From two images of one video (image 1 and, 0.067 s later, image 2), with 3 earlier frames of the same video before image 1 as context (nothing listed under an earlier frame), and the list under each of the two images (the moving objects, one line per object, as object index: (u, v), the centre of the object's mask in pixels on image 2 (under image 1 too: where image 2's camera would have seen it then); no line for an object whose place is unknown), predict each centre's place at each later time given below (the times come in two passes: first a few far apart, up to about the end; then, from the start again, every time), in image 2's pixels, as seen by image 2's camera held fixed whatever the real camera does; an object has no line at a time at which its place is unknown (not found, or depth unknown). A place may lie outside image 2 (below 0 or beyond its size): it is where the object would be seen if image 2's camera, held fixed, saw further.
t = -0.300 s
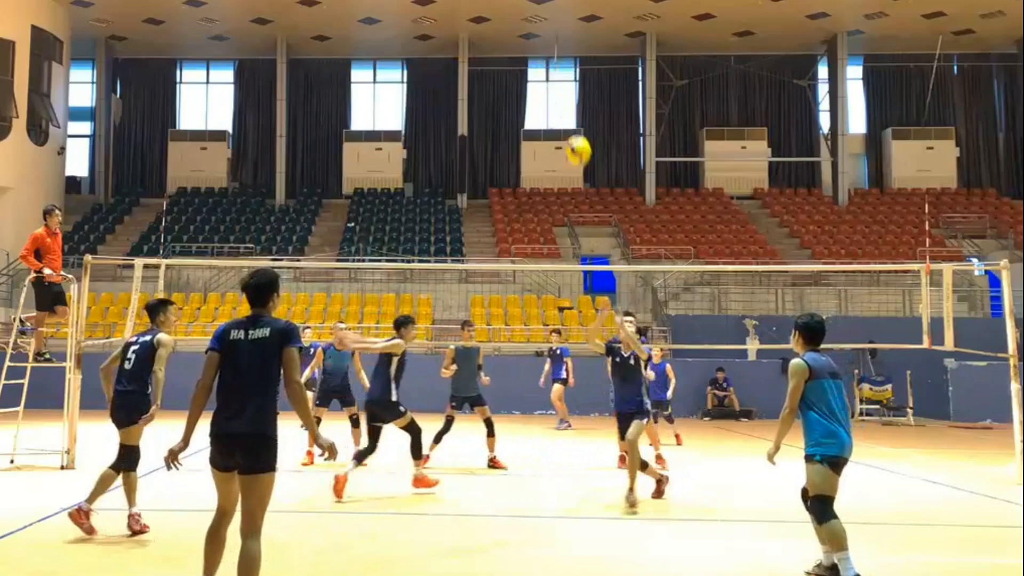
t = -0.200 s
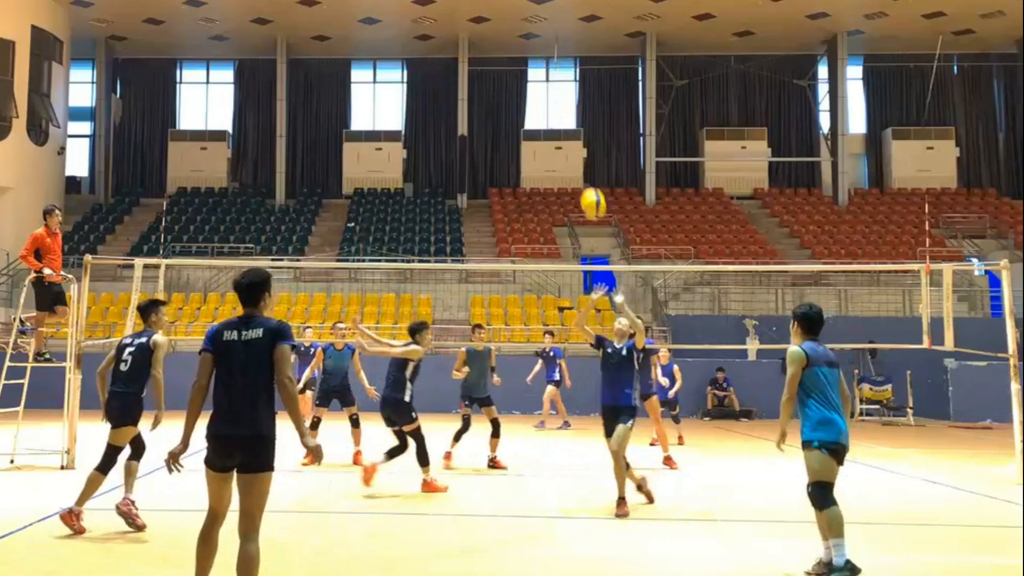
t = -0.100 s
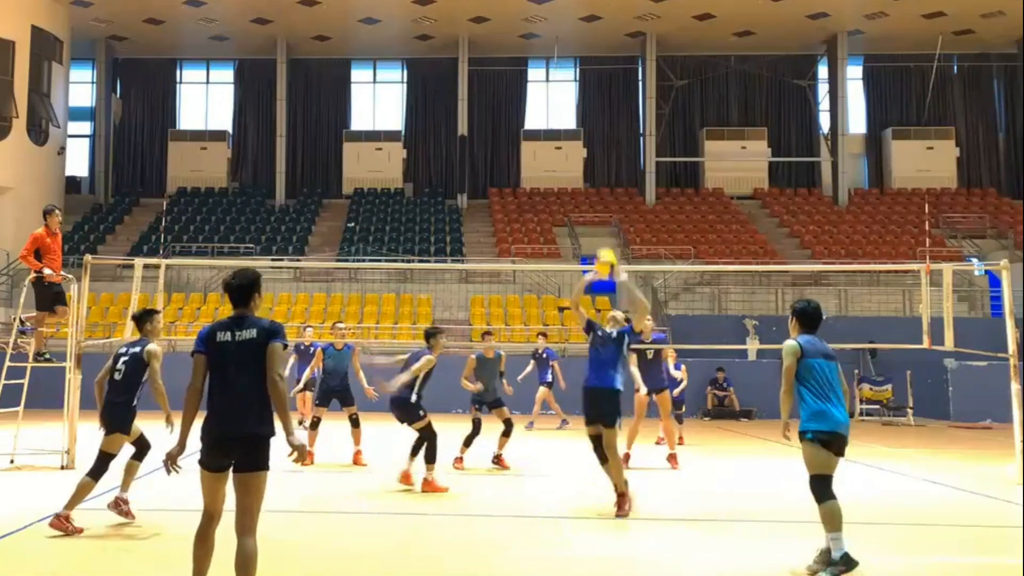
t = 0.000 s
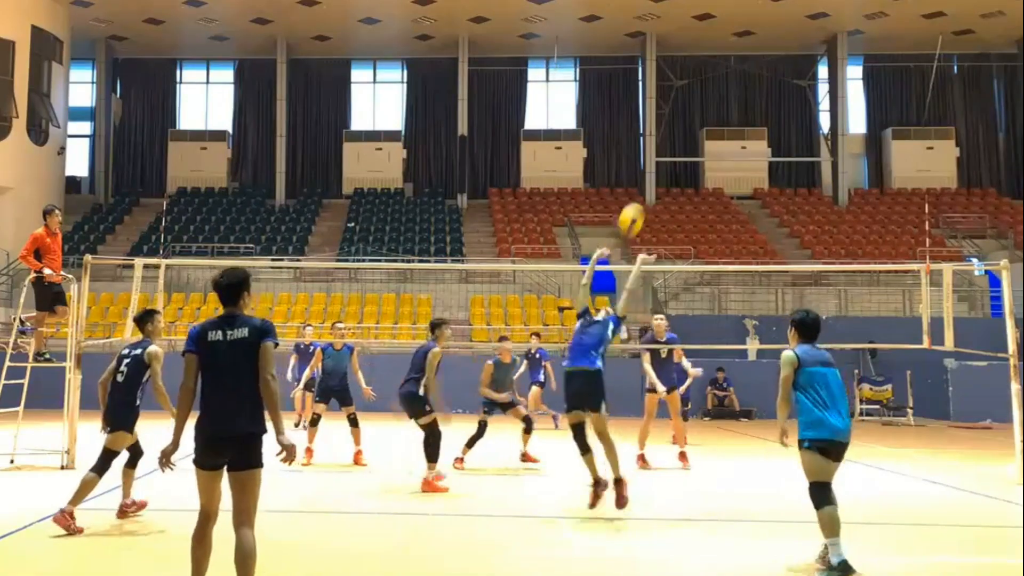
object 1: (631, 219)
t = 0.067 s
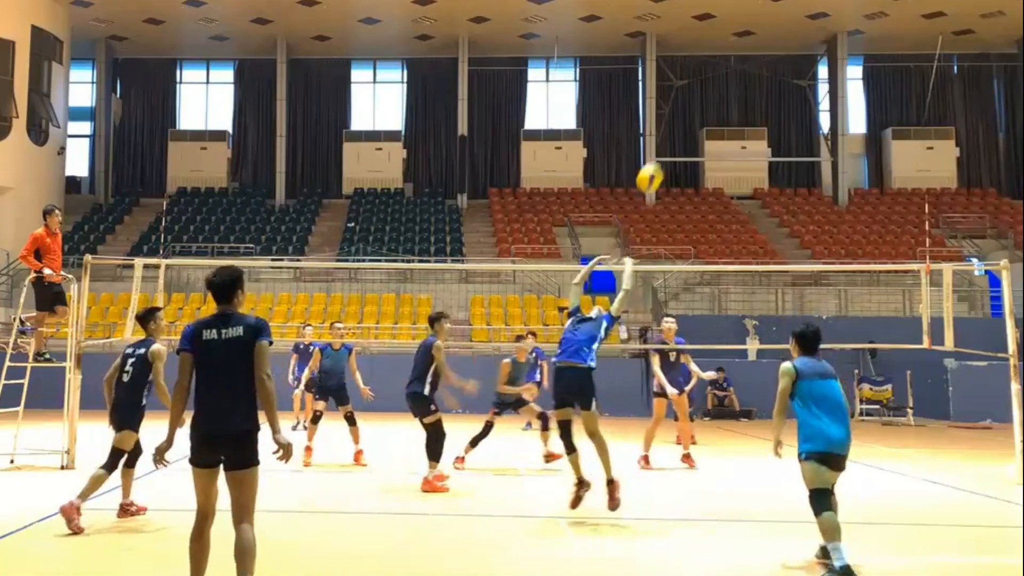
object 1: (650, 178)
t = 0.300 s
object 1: (707, 75)
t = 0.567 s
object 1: (763, 33)
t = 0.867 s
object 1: (820, 64)
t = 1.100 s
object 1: (863, 142)
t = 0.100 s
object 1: (659, 158)
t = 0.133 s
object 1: (668, 141)
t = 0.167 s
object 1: (676, 125)
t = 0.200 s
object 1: (684, 110)
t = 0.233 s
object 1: (692, 97)
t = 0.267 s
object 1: (699, 86)
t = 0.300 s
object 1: (707, 75)
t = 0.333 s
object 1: (714, 65)
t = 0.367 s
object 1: (721, 57)
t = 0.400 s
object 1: (729, 50)
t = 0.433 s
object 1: (736, 44)
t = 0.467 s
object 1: (743, 40)
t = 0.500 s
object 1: (749, 36)
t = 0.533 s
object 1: (757, 34)
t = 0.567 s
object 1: (763, 33)
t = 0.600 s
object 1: (770, 32)
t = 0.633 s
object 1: (777, 33)
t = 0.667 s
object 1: (783, 35)
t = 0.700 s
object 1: (789, 37)
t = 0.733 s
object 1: (796, 41)
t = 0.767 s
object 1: (802, 46)
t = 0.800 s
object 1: (808, 51)
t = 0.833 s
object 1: (814, 57)
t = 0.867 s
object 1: (820, 64)
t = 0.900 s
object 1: (827, 72)
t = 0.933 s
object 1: (834, 83)
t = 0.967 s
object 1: (838, 92)
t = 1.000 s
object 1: (843, 103)
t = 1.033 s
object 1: (849, 114)
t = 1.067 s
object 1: (858, 131)
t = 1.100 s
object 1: (863, 142)
